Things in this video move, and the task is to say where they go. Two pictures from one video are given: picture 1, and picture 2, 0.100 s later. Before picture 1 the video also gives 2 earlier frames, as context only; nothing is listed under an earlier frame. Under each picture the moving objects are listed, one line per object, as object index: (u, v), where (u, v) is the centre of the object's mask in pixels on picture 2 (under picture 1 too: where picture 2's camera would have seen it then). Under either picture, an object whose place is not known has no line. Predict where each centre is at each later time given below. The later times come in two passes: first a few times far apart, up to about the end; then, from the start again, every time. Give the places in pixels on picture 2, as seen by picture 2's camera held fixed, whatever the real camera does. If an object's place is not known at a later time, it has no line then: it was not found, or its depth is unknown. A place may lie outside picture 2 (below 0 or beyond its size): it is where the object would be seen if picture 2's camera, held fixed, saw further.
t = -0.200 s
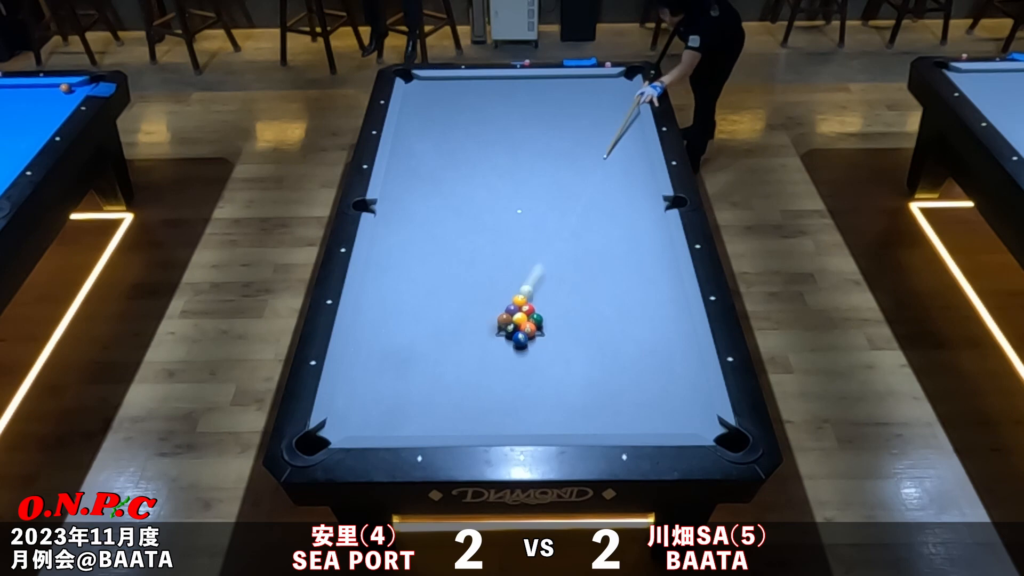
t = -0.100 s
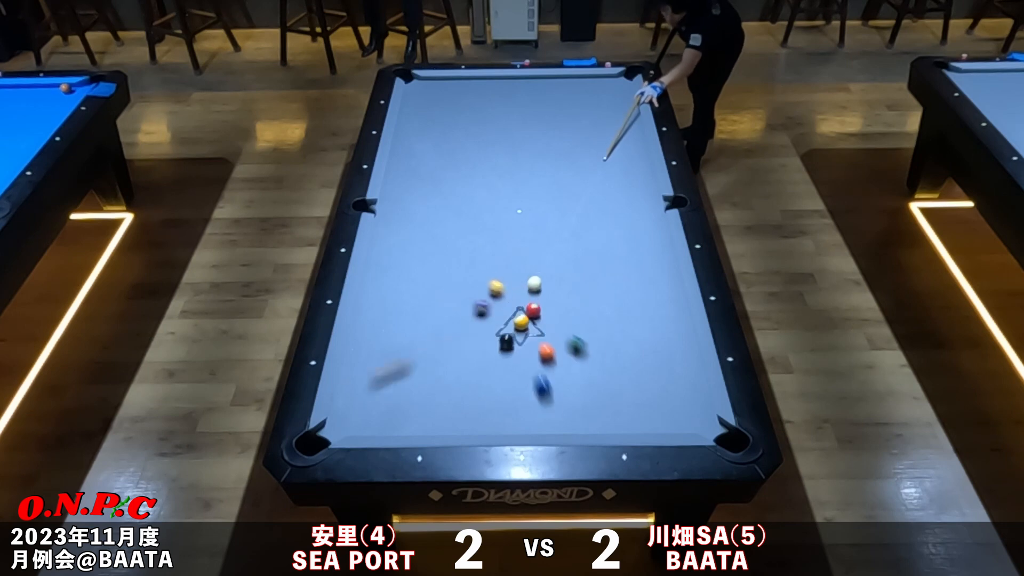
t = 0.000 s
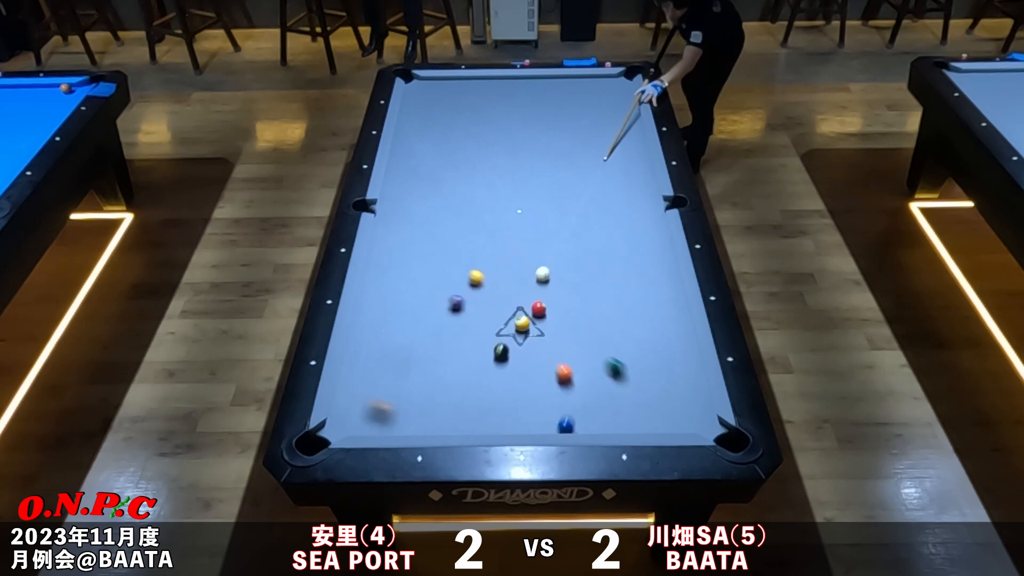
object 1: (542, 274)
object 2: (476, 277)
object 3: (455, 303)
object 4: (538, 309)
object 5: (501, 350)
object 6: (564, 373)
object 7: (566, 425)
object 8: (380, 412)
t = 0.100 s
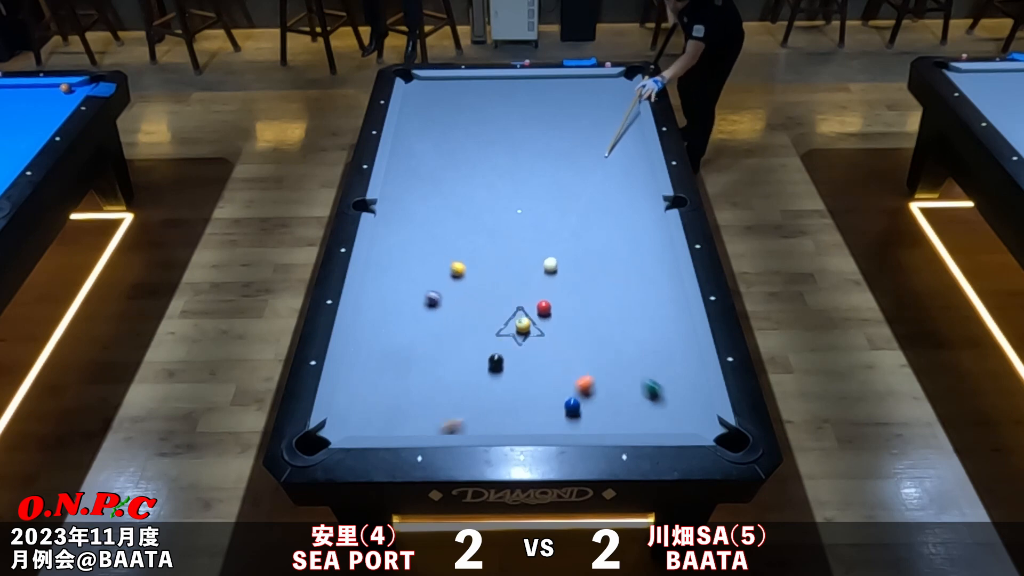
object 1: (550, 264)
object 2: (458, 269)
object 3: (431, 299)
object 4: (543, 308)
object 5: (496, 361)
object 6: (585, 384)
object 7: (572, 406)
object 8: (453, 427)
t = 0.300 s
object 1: (565, 247)
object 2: (423, 253)
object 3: (386, 290)
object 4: (553, 305)
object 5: (485, 382)
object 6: (640, 355)
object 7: (567, 423)
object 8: (557, 396)
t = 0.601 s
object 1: (585, 223)
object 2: (378, 231)
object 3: (392, 276)
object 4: (566, 302)
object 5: (468, 414)
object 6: (671, 333)
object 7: (573, 421)
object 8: (690, 352)
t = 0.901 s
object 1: (603, 202)
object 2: (408, 216)
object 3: (432, 264)
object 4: (577, 299)
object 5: (456, 419)
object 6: (599, 292)
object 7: (580, 414)
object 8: (629, 326)
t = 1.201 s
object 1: (619, 183)
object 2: (436, 203)
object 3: (468, 252)
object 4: (586, 295)
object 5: (448, 403)
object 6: (535, 253)
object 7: (586, 407)
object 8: (581, 307)
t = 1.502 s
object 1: (633, 166)
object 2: (461, 191)
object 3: (501, 241)
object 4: (592, 295)
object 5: (442, 390)
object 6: (479, 219)
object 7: (590, 404)
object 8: (537, 291)
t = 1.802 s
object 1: (643, 152)
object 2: (483, 180)
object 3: (531, 231)
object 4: (597, 294)
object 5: (437, 379)
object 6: (431, 189)
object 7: (592, 400)
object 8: (498, 276)
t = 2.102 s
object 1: (632, 143)
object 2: (504, 170)
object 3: (559, 222)
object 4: (600, 293)
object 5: (432, 370)
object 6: (394, 164)
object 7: (593, 399)
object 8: (462, 262)
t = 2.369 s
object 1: (624, 136)
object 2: (521, 163)
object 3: (582, 215)
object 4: (601, 293)
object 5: (428, 363)
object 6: (419, 150)
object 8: (433, 251)
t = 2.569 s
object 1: (618, 131)
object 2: (532, 157)
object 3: (597, 209)
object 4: (601, 293)
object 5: (426, 359)
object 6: (436, 141)
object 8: (412, 243)
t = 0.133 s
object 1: (553, 261)
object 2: (452, 266)
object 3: (424, 297)
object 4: (545, 307)
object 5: (494, 365)
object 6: (595, 378)
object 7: (571, 408)
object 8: (472, 423)
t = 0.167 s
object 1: (555, 258)
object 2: (446, 263)
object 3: (416, 296)
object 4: (547, 307)
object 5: (492, 368)
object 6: (604, 372)
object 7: (570, 412)
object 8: (491, 417)
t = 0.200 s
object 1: (558, 255)
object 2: (440, 261)
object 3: (409, 294)
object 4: (549, 306)
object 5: (490, 372)
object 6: (613, 367)
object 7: (569, 416)
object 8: (508, 412)
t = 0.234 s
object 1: (560, 252)
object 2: (435, 258)
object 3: (402, 293)
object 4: (550, 306)
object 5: (488, 376)
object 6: (623, 362)
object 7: (568, 419)
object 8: (525, 406)
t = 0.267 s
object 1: (562, 249)
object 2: (429, 256)
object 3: (394, 291)
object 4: (552, 306)
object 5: (486, 379)
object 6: (631, 358)
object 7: (568, 421)
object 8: (541, 400)
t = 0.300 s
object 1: (565, 247)
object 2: (423, 253)
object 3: (386, 290)
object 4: (553, 305)
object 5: (485, 382)
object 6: (640, 355)
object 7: (567, 423)
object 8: (557, 396)
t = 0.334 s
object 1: (567, 244)
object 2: (418, 250)
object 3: (379, 289)
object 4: (555, 305)
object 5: (483, 386)
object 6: (648, 352)
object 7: (567, 426)
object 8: (573, 391)
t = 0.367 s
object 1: (569, 241)
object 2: (413, 248)
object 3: (372, 287)
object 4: (556, 305)
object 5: (481, 389)
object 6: (656, 350)
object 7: (567, 427)
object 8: (589, 385)
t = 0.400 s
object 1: (572, 238)
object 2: (407, 246)
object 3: (365, 286)
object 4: (558, 304)
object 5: (479, 393)
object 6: (665, 347)
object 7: (567, 427)
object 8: (603, 380)
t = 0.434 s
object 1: (574, 236)
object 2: (402, 243)
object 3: (369, 284)
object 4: (559, 304)
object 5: (477, 397)
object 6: (673, 344)
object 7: (568, 426)
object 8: (619, 375)
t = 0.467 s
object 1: (576, 233)
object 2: (397, 240)
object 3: (374, 282)
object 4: (561, 303)
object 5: (476, 400)
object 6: (681, 341)
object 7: (569, 424)
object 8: (633, 370)
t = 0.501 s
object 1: (578, 230)
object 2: (392, 238)
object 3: (379, 281)
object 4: (562, 303)
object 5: (474, 403)
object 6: (688, 339)
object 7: (570, 424)
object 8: (648, 366)
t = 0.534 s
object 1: (581, 228)
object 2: (387, 236)
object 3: (383, 279)
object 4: (563, 303)
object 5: (472, 407)
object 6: (683, 336)
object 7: (571, 423)
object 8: (663, 361)
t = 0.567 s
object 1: (583, 225)
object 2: (382, 233)
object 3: (388, 278)
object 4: (565, 302)
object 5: (470, 411)
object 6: (677, 335)
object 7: (572, 422)
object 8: (677, 356)
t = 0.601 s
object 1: (585, 223)
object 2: (378, 231)
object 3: (392, 276)
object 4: (566, 302)
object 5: (468, 414)
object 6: (671, 333)
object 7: (573, 421)
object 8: (690, 352)
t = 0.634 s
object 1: (587, 220)
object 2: (381, 229)
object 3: (397, 275)
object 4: (567, 302)
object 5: (466, 418)
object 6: (665, 331)
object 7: (574, 420)
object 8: (682, 345)
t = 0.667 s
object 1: (589, 218)
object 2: (385, 228)
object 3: (401, 273)
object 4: (569, 301)
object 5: (464, 421)
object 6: (659, 327)
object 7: (575, 419)
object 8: (670, 340)
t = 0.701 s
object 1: (591, 215)
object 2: (388, 226)
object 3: (406, 272)
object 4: (570, 301)
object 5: (462, 425)
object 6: (649, 322)
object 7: (576, 418)
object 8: (664, 338)
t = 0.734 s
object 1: (593, 213)
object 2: (391, 224)
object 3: (410, 271)
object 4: (571, 301)
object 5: (461, 427)
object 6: (640, 316)
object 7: (576, 417)
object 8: (658, 337)
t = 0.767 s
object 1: (595, 211)
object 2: (395, 223)
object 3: (415, 269)
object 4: (572, 301)
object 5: (460, 427)
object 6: (632, 311)
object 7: (577, 416)
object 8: (652, 335)
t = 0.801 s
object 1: (597, 208)
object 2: (398, 221)
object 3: (419, 268)
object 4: (573, 300)
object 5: (459, 425)
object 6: (623, 306)
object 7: (578, 415)
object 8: (646, 332)
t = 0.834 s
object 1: (599, 206)
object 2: (402, 219)
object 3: (423, 266)
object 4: (575, 300)
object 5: (457, 424)
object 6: (615, 301)
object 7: (579, 415)
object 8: (640, 330)
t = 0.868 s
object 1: (601, 204)
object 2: (405, 218)
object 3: (428, 265)
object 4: (576, 300)
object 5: (457, 422)
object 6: (607, 296)
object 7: (579, 414)
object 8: (635, 328)
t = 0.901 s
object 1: (603, 202)
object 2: (408, 216)
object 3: (432, 264)
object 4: (577, 299)
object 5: (456, 419)
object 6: (599, 292)
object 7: (580, 414)
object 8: (629, 326)
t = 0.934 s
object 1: (604, 199)
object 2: (411, 215)
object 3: (436, 262)
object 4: (578, 299)
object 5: (455, 417)
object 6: (592, 286)
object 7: (581, 413)
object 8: (624, 324)
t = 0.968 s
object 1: (606, 197)
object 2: (415, 213)
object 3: (440, 261)
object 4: (579, 299)
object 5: (454, 416)
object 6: (585, 282)
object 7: (581, 413)
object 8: (618, 322)
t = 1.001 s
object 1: (608, 195)
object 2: (418, 212)
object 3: (444, 259)
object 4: (580, 298)
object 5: (453, 414)
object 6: (577, 277)
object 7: (582, 411)
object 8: (613, 320)
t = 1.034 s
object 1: (610, 193)
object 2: (421, 210)
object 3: (448, 258)
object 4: (581, 298)
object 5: (453, 412)
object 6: (570, 273)
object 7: (583, 411)
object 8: (607, 317)
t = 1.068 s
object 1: (612, 191)
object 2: (424, 209)
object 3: (452, 257)
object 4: (582, 298)
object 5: (452, 410)
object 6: (563, 269)
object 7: (583, 410)
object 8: (602, 315)
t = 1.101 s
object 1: (613, 189)
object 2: (427, 207)
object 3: (456, 255)
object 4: (583, 297)
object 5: (451, 409)
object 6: (556, 265)
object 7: (584, 409)
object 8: (596, 313)
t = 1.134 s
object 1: (615, 187)
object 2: (430, 206)
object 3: (460, 254)
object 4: (583, 297)
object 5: (450, 407)
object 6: (549, 261)
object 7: (585, 409)
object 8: (591, 311)
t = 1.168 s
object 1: (617, 185)
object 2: (433, 204)
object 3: (464, 253)
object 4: (584, 295)
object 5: (449, 405)
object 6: (542, 256)
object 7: (585, 408)
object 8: (586, 309)
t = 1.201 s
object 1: (619, 183)
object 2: (436, 203)
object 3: (468, 252)
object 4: (586, 295)
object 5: (448, 403)
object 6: (535, 253)
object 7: (586, 407)
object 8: (581, 307)
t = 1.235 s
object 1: (620, 181)
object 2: (439, 202)
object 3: (471, 250)
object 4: (587, 296)
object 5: (447, 402)
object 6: (529, 249)
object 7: (586, 407)
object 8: (576, 305)
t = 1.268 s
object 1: (622, 179)
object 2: (442, 200)
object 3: (475, 249)
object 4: (587, 296)
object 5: (447, 400)
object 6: (522, 245)
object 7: (587, 407)
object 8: (571, 304)
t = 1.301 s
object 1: (624, 177)
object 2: (444, 199)
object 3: (479, 248)
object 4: (588, 296)
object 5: (446, 399)
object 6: (516, 241)
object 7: (587, 406)
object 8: (566, 302)
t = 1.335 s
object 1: (625, 175)
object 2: (447, 197)
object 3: (483, 246)
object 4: (589, 296)
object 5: (445, 397)
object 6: (509, 237)
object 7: (588, 406)
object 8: (561, 300)
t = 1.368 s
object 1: (627, 173)
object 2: (450, 196)
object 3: (486, 245)
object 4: (590, 295)
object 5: (445, 396)
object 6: (503, 233)
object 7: (588, 405)
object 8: (556, 298)
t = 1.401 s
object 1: (628, 171)
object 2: (452, 195)
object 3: (490, 244)
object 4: (590, 295)
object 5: (444, 395)
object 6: (497, 229)
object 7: (589, 405)
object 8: (551, 296)
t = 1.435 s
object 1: (630, 170)
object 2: (455, 194)
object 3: (494, 244)
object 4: (591, 295)
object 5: (443, 393)
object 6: (491, 226)
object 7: (589, 404)
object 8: (547, 294)
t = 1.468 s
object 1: (632, 168)
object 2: (458, 192)
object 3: (497, 242)
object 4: (591, 295)
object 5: (443, 391)
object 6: (485, 222)
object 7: (589, 404)
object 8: (542, 293)
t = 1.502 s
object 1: (633, 166)
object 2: (461, 191)
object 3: (501, 241)
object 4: (592, 295)
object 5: (442, 390)
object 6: (479, 219)
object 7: (590, 404)
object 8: (537, 291)
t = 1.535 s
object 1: (635, 164)
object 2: (463, 190)
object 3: (504, 239)
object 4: (593, 295)
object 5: (441, 389)
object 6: (474, 215)
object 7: (590, 403)
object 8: (533, 289)
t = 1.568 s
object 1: (636, 163)
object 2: (466, 189)
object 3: (508, 238)
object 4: (593, 295)
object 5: (441, 388)
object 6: (468, 212)
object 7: (590, 403)
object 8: (528, 287)
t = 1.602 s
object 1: (637, 161)
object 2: (468, 187)
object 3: (511, 237)
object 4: (594, 294)
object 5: (440, 386)
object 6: (463, 209)
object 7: (590, 402)
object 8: (524, 286)
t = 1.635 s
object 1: (639, 159)
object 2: (471, 186)
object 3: (515, 236)
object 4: (594, 294)
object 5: (439, 385)
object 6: (457, 205)
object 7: (591, 402)
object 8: (519, 284)
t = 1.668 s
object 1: (640, 158)
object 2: (474, 185)
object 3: (518, 235)
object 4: (595, 294)
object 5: (439, 383)
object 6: (452, 202)
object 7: (591, 402)
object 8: (515, 282)
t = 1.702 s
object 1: (642, 156)
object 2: (476, 184)
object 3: (522, 234)
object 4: (595, 294)
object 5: (438, 382)
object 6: (446, 199)
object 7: (591, 401)
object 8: (511, 280)
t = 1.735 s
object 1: (643, 154)
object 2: (478, 182)
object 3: (525, 233)
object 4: (596, 294)
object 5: (438, 381)
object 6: (441, 195)
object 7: (591, 401)
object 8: (506, 279)
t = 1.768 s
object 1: (644, 153)
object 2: (481, 181)
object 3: (528, 232)
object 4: (596, 294)
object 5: (437, 380)
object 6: (436, 192)
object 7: (592, 401)
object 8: (502, 277)
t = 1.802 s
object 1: (643, 152)
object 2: (483, 180)
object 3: (531, 231)
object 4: (597, 294)
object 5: (437, 379)
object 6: (431, 189)
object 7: (592, 400)
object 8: (498, 276)
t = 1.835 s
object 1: (642, 151)
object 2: (486, 179)
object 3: (534, 230)
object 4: (597, 294)
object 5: (436, 378)
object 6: (426, 186)
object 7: (592, 400)
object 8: (494, 274)
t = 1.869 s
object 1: (640, 150)
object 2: (488, 178)
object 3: (538, 229)
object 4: (598, 293)
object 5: (435, 377)
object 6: (421, 183)
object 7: (592, 400)
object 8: (490, 273)
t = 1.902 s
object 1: (639, 149)
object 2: (491, 177)
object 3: (541, 228)
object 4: (598, 293)
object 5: (435, 375)
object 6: (416, 180)
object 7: (592, 400)
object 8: (486, 271)
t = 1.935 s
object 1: (638, 148)
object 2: (493, 176)
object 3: (544, 227)
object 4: (598, 293)
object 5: (434, 374)
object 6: (411, 177)
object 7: (592, 399)
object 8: (481, 269)
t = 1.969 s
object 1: (637, 147)
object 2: (495, 175)
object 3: (547, 226)
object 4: (599, 293)
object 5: (434, 373)
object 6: (406, 174)
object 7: (593, 399)
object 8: (477, 268)
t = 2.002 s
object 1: (636, 146)
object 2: (497, 173)
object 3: (550, 225)
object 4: (599, 293)
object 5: (433, 372)
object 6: (402, 171)
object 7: (593, 399)
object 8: (474, 266)
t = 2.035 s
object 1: (635, 145)
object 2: (500, 172)
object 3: (553, 224)
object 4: (600, 293)
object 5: (432, 371)
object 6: (397, 169)
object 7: (593, 399)
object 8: (470, 265)
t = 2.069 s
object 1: (634, 144)
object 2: (502, 171)
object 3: (556, 223)
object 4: (600, 293)
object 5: (432, 370)
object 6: (392, 166)
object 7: (593, 399)
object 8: (466, 264)
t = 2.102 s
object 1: (632, 143)
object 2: (504, 170)
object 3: (559, 222)
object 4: (600, 293)
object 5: (432, 370)
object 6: (394, 164)
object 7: (593, 399)
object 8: (462, 262)
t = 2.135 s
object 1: (631, 142)
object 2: (506, 169)
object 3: (562, 221)
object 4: (600, 293)
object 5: (431, 369)
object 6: (398, 162)
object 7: (593, 399)
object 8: (458, 261)
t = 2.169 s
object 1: (630, 141)
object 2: (508, 168)
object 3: (565, 220)
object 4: (600, 293)
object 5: (431, 368)
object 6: (402, 160)
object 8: (455, 259)
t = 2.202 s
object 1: (629, 140)
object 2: (510, 167)
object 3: (568, 219)
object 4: (601, 293)
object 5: (430, 367)
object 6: (405, 159)
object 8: (451, 258)
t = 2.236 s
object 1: (628, 139)
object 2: (512, 166)
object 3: (571, 218)
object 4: (601, 293)
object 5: (430, 366)
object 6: (408, 157)
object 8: (447, 256)
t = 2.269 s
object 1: (627, 139)
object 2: (514, 165)
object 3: (573, 217)
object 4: (601, 293)
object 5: (429, 365)
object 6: (411, 156)
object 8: (444, 255)
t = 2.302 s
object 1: (626, 138)
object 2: (517, 165)
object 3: (576, 216)
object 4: (601, 293)
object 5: (429, 364)
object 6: (414, 154)
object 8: (440, 253)
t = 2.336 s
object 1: (625, 137)
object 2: (519, 164)
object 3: (579, 215)
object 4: (601, 293)
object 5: (429, 364)
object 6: (416, 152)
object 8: (436, 252)
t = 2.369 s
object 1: (624, 136)
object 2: (521, 163)
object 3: (582, 215)
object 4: (601, 293)
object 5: (428, 363)
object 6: (419, 150)
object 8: (433, 251)
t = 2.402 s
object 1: (623, 135)
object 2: (522, 162)
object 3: (584, 214)
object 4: (601, 293)
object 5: (428, 363)
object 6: (422, 149)
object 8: (429, 250)
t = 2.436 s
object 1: (622, 135)
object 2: (524, 161)
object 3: (587, 213)
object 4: (601, 293)
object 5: (427, 362)
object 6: (425, 147)
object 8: (425, 248)
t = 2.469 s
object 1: (621, 134)
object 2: (526, 160)
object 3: (590, 212)
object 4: (601, 293)
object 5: (427, 361)
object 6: (428, 146)
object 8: (422, 247)
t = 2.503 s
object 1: (620, 133)
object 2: (528, 159)
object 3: (592, 211)
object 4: (601, 293)
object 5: (427, 361)
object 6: (431, 145)
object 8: (419, 246)
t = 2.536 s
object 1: (619, 132)
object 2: (530, 158)
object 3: (595, 210)
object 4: (601, 293)
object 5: (426, 360)
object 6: (433, 143)
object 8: (416, 244)
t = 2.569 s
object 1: (618, 131)
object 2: (532, 157)
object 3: (597, 209)
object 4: (601, 293)
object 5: (426, 359)
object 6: (436, 141)
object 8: (412, 243)
